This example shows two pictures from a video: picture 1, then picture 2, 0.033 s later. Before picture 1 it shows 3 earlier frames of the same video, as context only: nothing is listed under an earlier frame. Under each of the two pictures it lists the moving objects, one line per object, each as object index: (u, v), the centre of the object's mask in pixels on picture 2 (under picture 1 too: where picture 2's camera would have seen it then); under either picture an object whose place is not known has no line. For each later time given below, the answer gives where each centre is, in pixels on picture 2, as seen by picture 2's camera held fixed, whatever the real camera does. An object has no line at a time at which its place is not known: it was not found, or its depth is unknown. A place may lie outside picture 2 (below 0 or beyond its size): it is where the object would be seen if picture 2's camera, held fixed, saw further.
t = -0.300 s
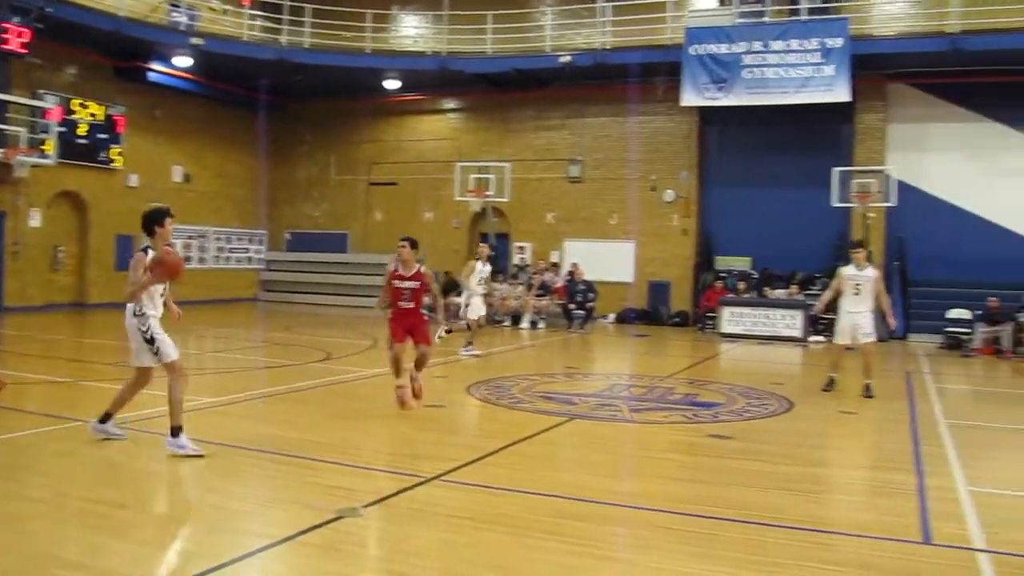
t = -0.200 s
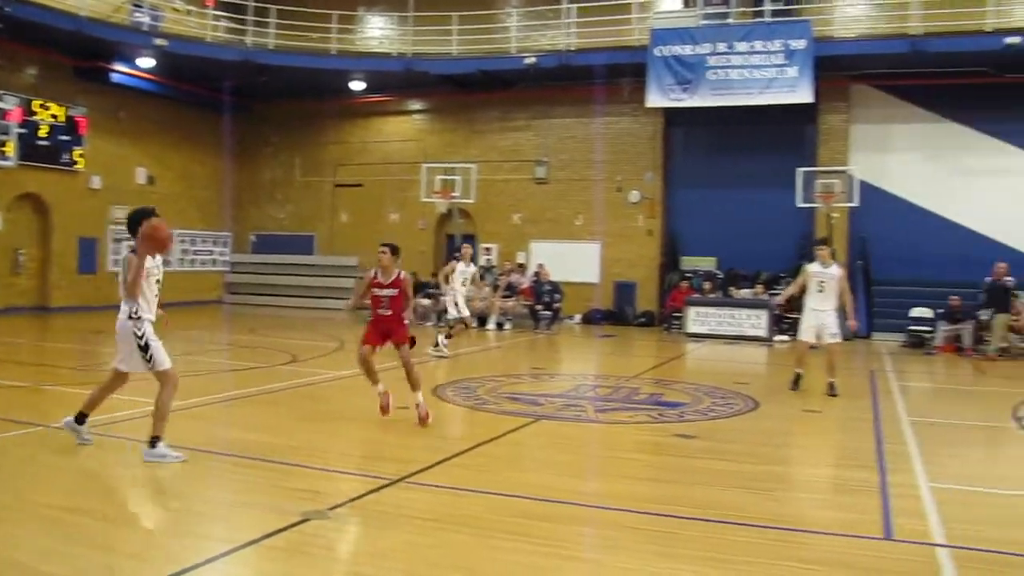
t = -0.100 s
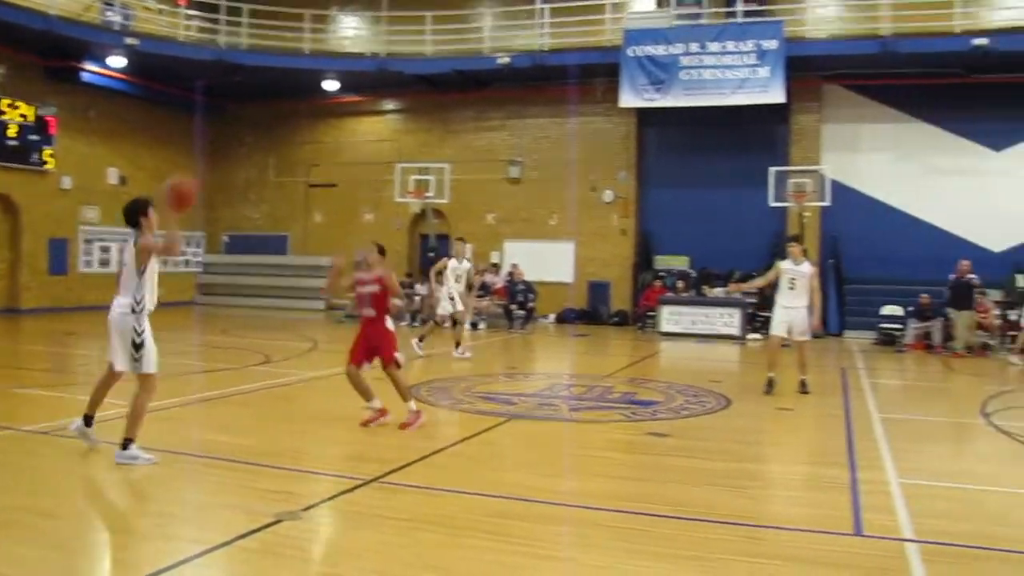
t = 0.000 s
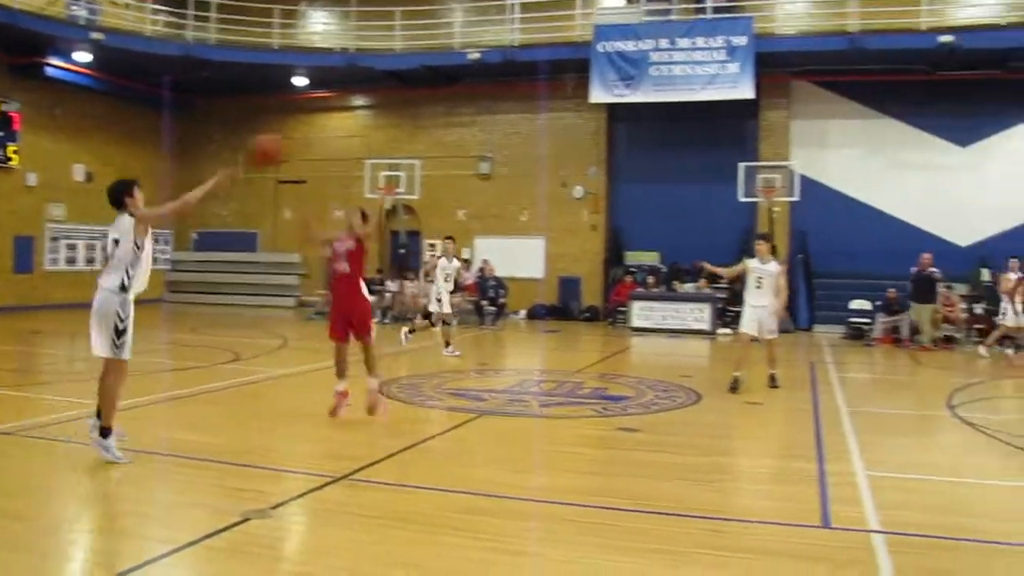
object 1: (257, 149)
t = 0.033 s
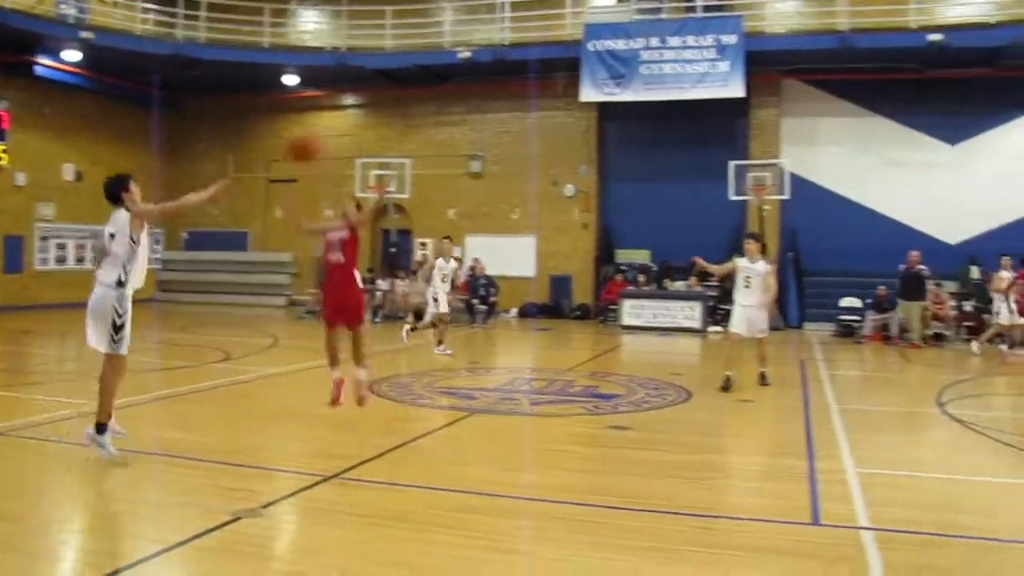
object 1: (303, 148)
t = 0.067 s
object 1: (343, 145)
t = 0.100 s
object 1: (383, 145)
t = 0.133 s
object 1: (417, 146)
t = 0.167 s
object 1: (447, 148)
